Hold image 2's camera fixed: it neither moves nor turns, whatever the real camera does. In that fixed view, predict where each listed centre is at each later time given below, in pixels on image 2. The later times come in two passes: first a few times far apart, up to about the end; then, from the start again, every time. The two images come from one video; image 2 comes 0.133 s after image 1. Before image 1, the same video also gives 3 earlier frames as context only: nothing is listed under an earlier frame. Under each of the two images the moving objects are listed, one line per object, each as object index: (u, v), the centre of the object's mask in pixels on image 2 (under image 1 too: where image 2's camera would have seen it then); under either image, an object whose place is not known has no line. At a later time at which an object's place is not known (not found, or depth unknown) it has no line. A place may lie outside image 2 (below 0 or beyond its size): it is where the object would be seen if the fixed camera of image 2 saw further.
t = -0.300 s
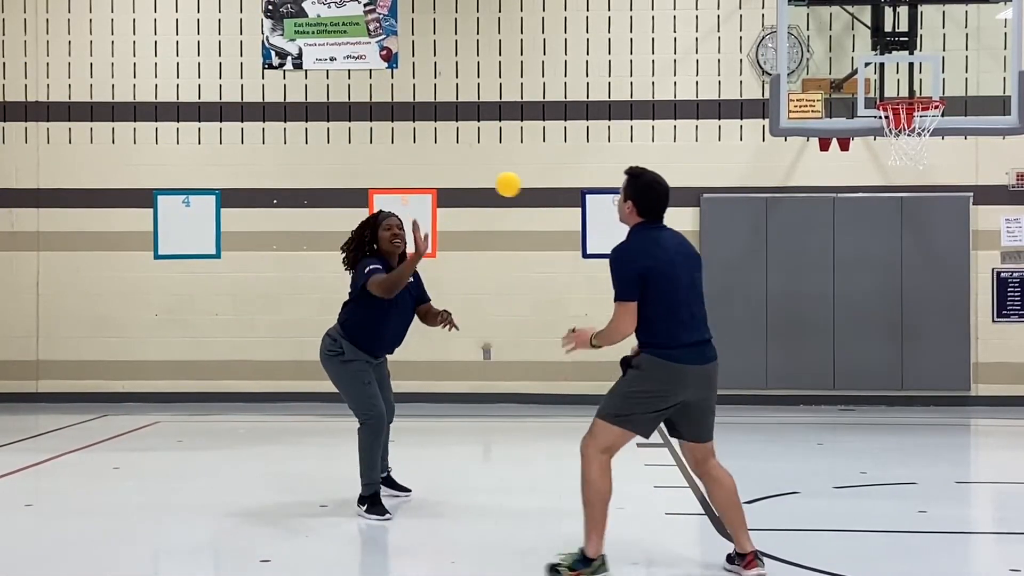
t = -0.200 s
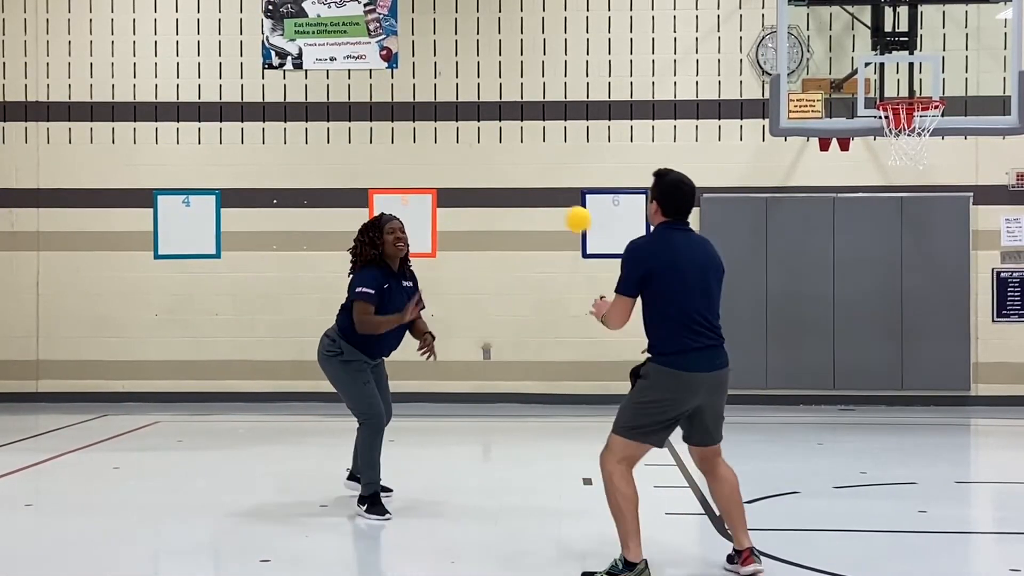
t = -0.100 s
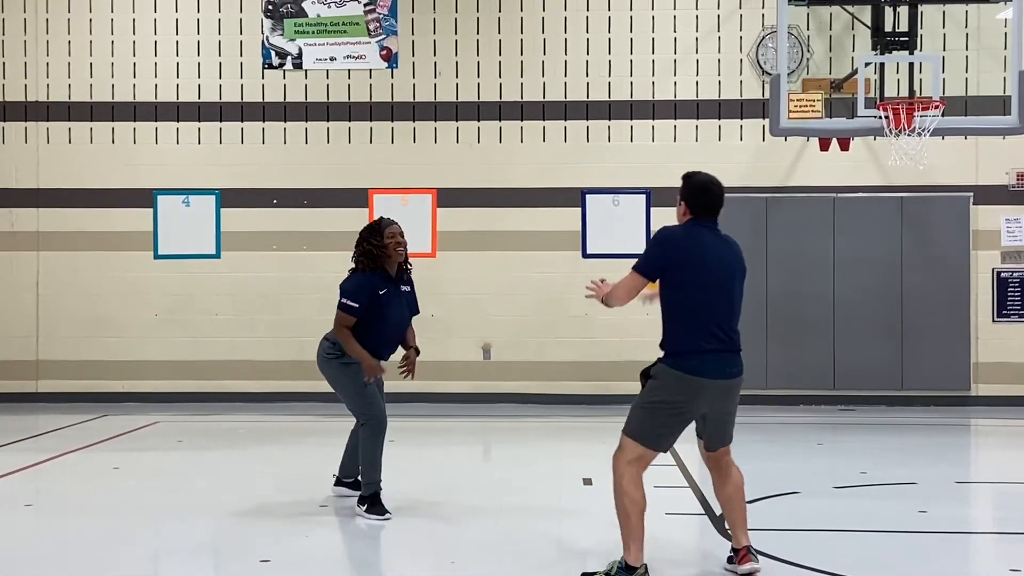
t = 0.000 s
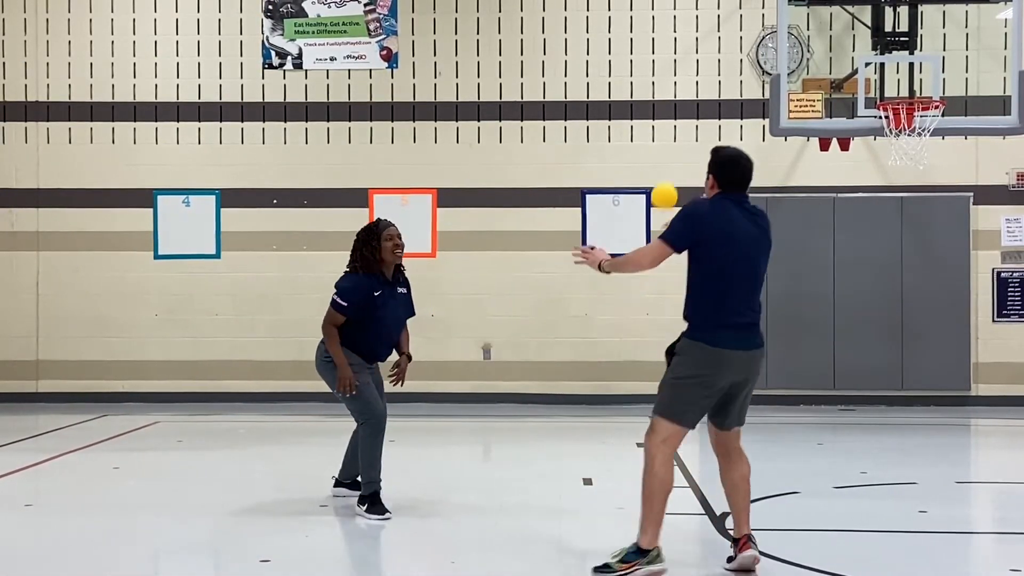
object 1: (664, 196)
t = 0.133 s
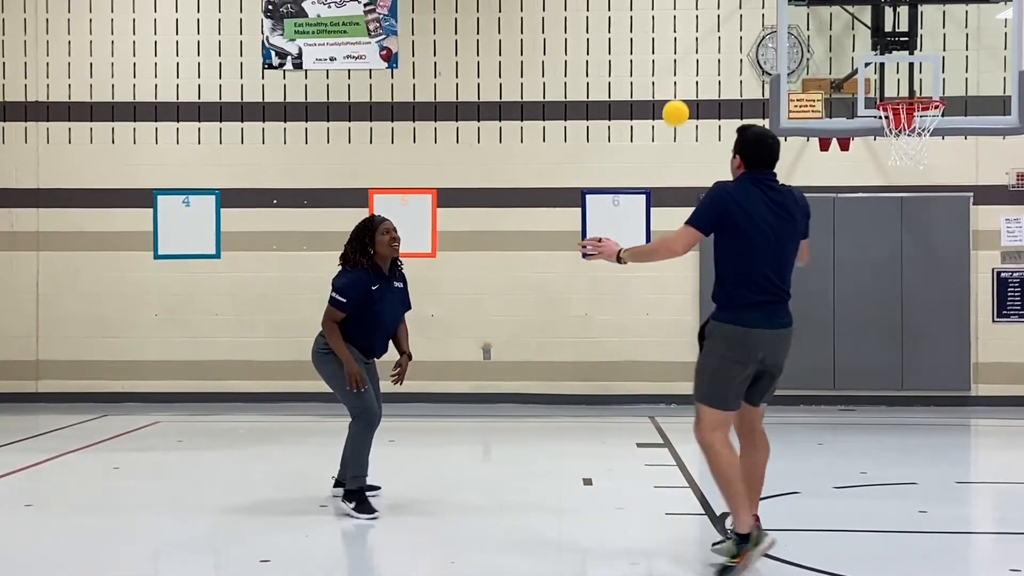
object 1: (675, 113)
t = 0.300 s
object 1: (691, 66)
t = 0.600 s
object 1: (715, 136)
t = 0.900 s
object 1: (736, 389)
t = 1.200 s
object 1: (756, 373)
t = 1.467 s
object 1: (773, 277)
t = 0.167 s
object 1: (678, 99)
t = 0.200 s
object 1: (681, 86)
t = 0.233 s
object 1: (684, 77)
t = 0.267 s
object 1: (687, 70)
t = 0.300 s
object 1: (691, 66)
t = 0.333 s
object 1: (694, 65)
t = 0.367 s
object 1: (697, 66)
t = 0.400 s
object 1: (699, 69)
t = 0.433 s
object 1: (701, 74)
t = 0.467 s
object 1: (704, 81)
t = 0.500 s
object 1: (706, 91)
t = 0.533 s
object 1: (710, 104)
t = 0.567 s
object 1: (712, 118)
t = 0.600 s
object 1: (715, 136)
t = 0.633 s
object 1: (718, 155)
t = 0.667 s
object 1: (720, 178)
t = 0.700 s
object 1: (722, 202)
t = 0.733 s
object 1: (724, 227)
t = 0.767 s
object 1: (726, 254)
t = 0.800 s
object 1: (729, 284)
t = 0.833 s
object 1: (731, 317)
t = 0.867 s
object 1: (734, 351)
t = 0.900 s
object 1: (736, 389)
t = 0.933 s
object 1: (737, 426)
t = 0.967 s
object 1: (739, 466)
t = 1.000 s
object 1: (740, 509)
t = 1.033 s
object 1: (742, 509)
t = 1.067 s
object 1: (745, 476)
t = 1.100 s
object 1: (748, 446)
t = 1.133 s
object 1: (751, 420)
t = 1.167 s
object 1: (753, 395)
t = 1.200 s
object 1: (756, 373)
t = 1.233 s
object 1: (758, 353)
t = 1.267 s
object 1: (760, 336)
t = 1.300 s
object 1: (762, 320)
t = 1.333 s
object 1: (765, 307)
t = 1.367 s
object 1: (766, 296)
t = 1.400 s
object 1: (769, 288)
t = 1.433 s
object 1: (771, 281)
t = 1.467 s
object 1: (773, 277)
